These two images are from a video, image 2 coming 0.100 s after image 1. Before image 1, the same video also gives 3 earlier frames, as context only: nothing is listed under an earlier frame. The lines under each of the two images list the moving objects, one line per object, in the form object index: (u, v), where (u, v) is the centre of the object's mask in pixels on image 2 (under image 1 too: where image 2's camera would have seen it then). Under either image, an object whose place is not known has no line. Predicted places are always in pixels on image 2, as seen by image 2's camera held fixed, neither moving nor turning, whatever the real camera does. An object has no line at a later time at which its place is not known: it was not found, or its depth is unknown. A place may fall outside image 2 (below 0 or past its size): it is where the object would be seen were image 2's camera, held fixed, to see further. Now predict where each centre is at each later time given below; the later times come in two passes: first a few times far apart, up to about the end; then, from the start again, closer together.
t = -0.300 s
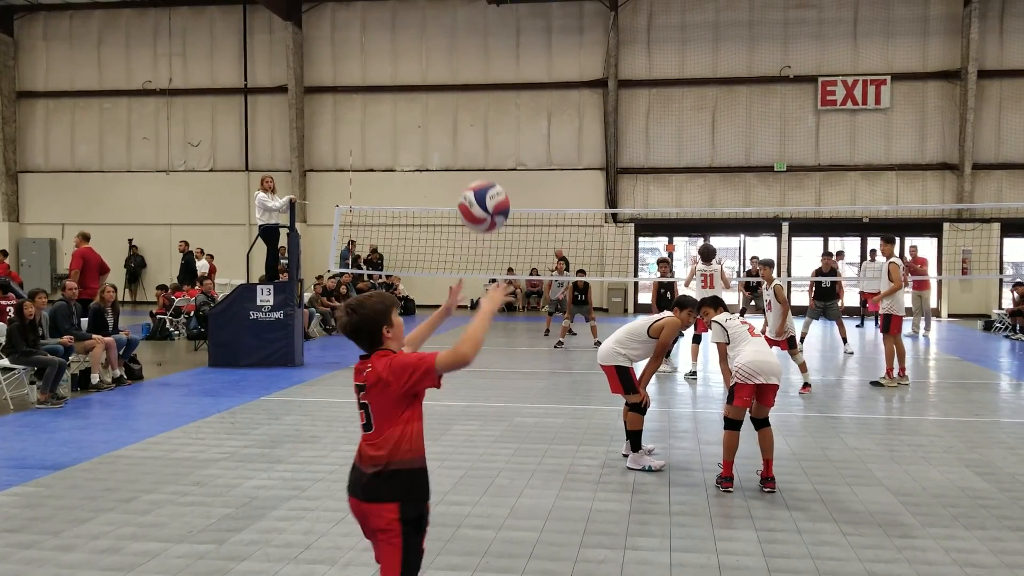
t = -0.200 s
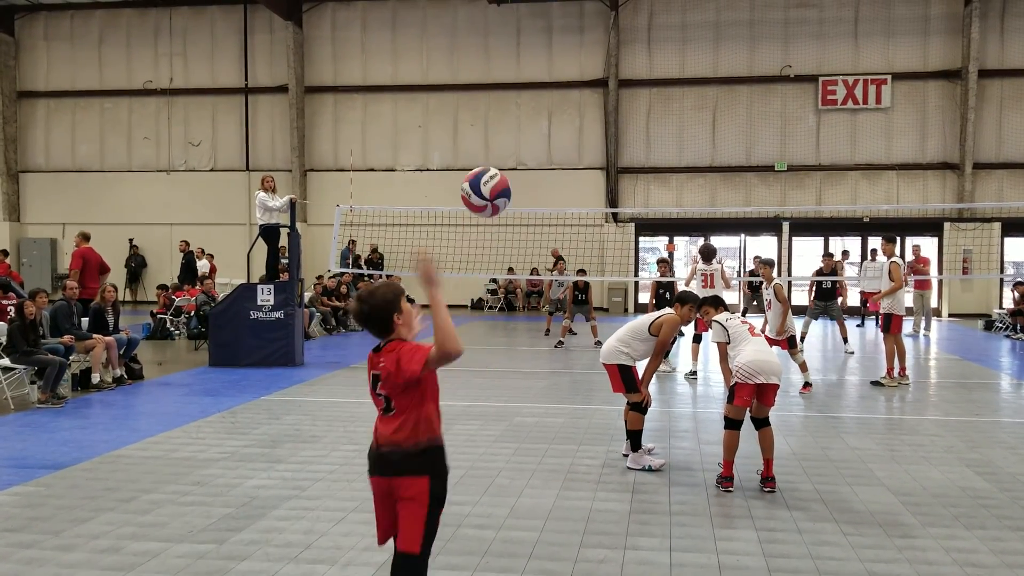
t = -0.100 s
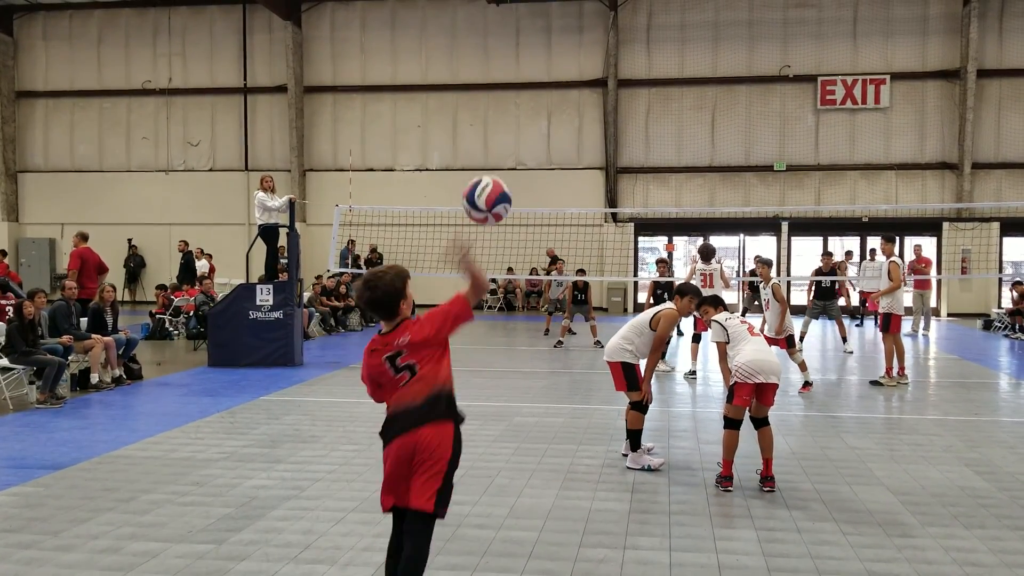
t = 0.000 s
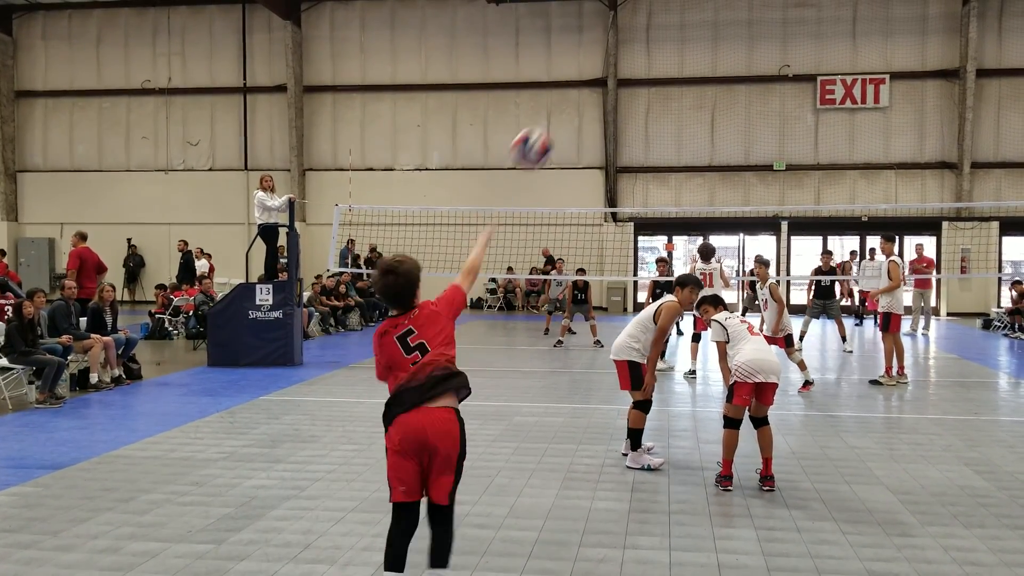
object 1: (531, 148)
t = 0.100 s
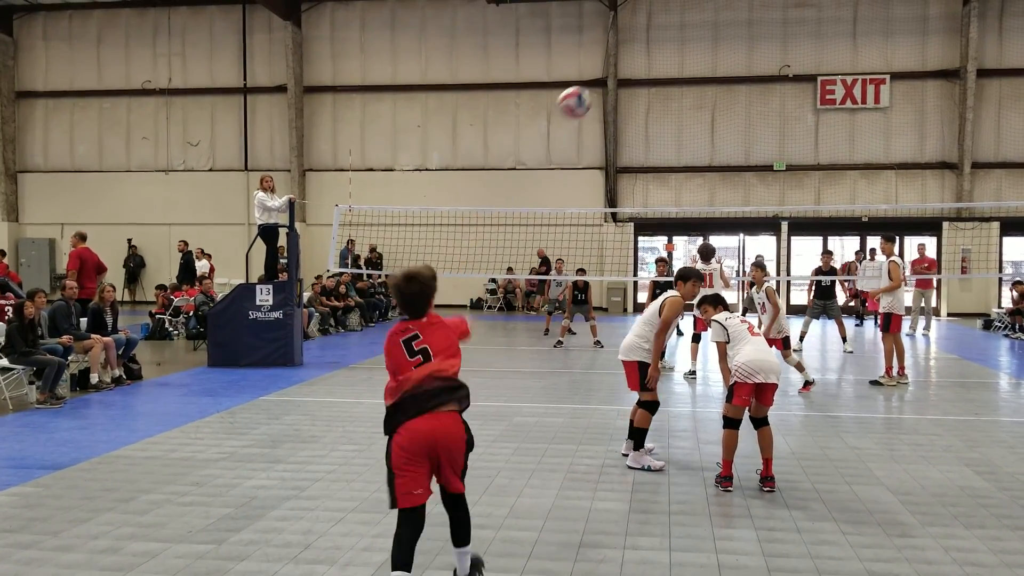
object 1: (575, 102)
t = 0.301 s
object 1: (623, 79)
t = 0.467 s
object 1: (648, 89)
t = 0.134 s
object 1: (584, 94)
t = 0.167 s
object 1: (593, 88)
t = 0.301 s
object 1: (623, 79)
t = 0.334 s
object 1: (628, 80)
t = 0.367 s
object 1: (634, 81)
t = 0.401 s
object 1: (639, 83)
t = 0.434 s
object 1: (643, 86)
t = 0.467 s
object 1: (648, 89)
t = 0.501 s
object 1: (652, 93)
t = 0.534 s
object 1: (655, 99)
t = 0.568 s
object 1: (659, 105)
